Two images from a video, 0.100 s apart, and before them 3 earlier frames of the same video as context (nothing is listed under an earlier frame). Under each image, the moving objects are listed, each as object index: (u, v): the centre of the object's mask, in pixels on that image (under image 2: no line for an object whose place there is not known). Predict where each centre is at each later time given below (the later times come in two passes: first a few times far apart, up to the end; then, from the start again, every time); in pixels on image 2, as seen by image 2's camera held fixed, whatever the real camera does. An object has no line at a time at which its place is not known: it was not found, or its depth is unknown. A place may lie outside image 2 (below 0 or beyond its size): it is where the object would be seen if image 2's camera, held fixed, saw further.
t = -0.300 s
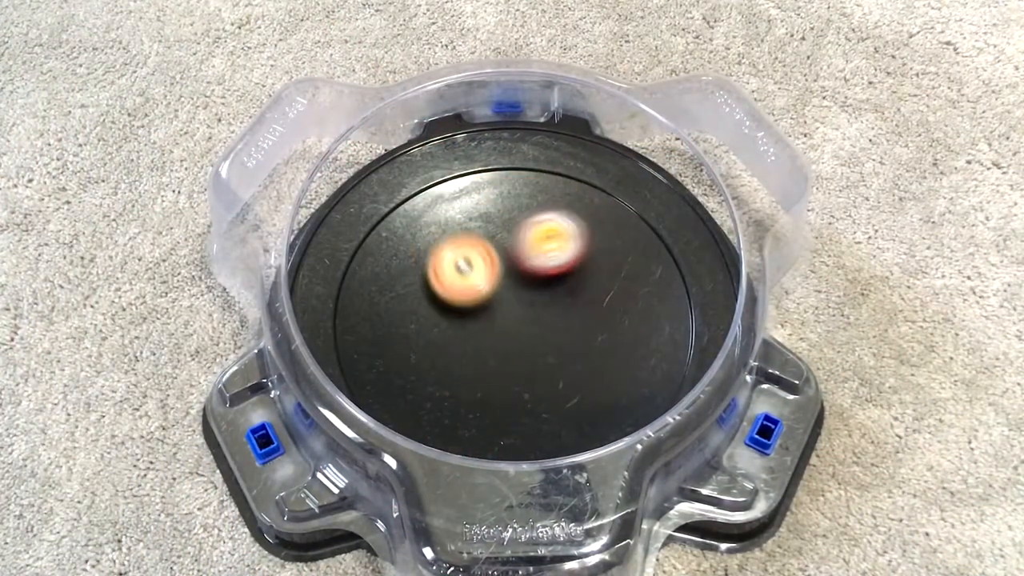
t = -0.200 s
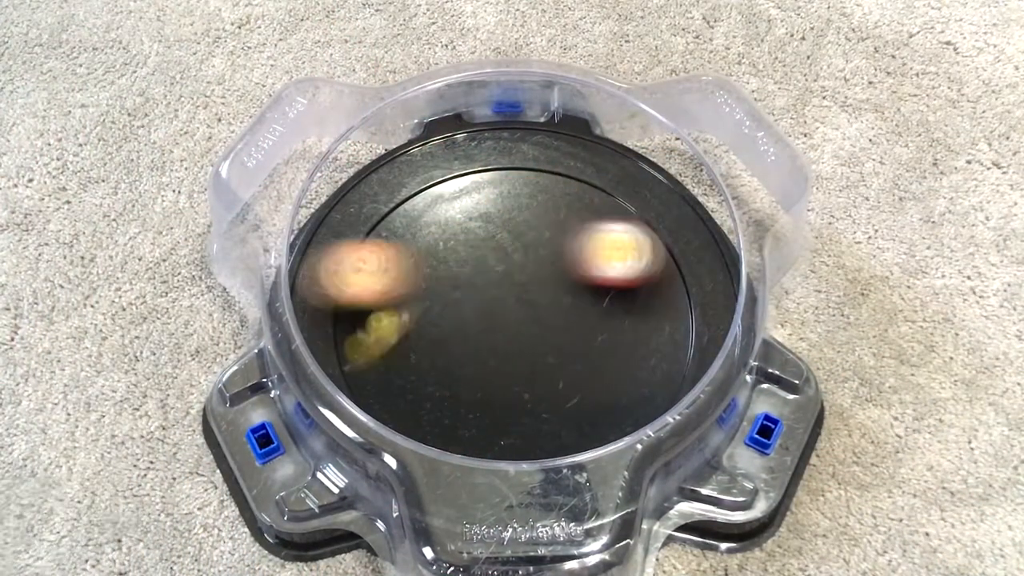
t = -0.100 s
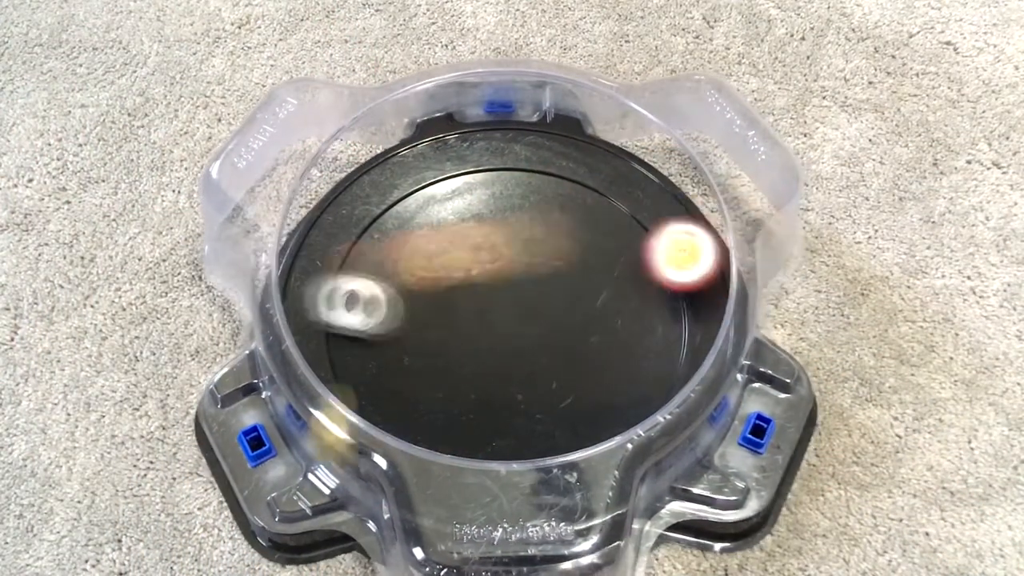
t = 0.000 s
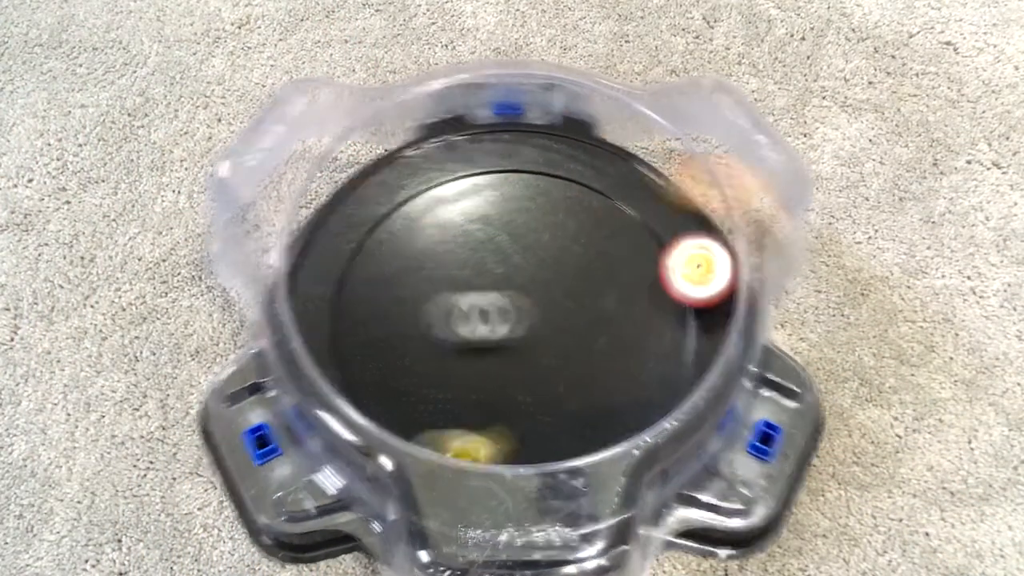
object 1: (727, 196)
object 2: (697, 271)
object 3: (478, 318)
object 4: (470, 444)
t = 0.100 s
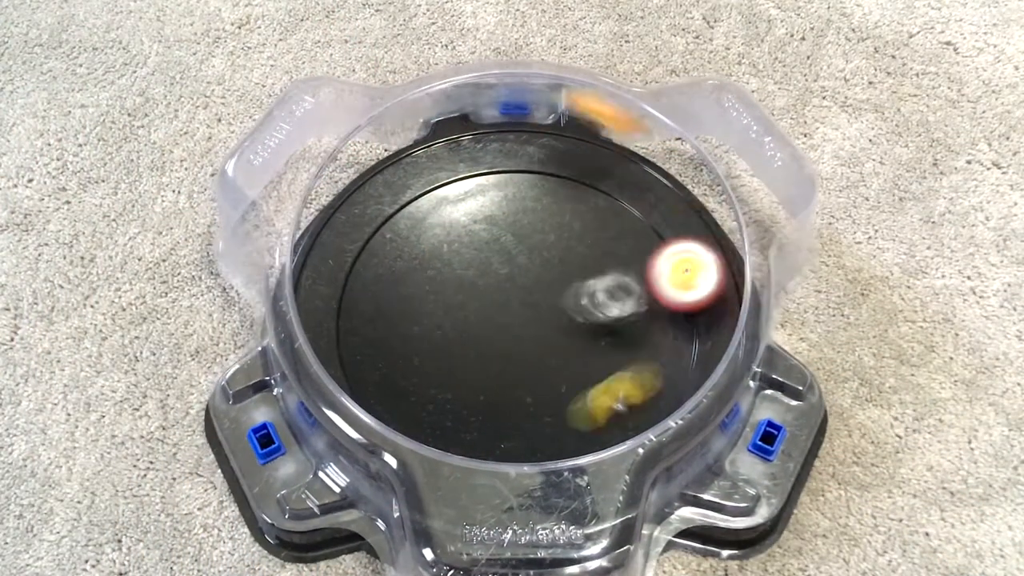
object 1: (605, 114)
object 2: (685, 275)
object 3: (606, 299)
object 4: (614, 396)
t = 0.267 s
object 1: (447, 211)
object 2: (710, 242)
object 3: (438, 254)
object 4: (617, 320)
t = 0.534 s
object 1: (402, 346)
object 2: (606, 176)
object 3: (343, 331)
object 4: (437, 317)
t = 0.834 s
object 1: (631, 453)
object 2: (473, 350)
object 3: (576, 381)
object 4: (643, 352)
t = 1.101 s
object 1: (639, 367)
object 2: (557, 455)
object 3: (619, 250)
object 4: (661, 315)
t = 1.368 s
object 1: (532, 330)
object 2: (632, 343)
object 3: (500, 268)
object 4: (555, 276)
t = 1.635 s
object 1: (501, 339)
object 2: (558, 313)
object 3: (459, 286)
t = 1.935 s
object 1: (487, 349)
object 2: (569, 378)
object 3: (460, 286)
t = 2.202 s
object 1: (484, 350)
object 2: (549, 345)
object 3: (460, 286)
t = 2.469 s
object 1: (469, 339)
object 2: (510, 368)
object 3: (460, 285)
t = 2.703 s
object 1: (464, 337)
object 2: (502, 369)
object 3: (460, 284)
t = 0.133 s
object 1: (568, 116)
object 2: (693, 276)
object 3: (606, 285)
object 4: (652, 368)
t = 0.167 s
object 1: (544, 131)
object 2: (711, 276)
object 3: (576, 277)
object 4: (677, 343)
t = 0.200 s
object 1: (509, 149)
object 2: (725, 270)
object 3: (532, 266)
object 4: (679, 323)
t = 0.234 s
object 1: (467, 209)
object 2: (718, 257)
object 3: (486, 257)
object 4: (646, 321)
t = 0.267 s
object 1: (447, 211)
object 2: (710, 242)
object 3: (438, 254)
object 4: (617, 320)
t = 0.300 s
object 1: (433, 218)
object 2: (700, 228)
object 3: (393, 259)
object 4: (580, 317)
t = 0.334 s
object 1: (417, 234)
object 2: (689, 215)
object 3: (360, 265)
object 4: (547, 315)
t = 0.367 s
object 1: (400, 251)
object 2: (677, 203)
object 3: (330, 272)
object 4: (516, 310)
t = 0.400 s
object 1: (388, 262)
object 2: (664, 193)
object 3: (313, 281)
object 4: (484, 307)
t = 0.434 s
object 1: (381, 282)
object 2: (649, 185)
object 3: (311, 294)
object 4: (456, 305)
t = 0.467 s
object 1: (383, 309)
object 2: (636, 179)
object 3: (324, 303)
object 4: (437, 300)
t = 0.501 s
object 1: (388, 327)
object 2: (621, 176)
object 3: (339, 318)
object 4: (424, 306)
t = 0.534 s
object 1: (402, 346)
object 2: (606, 176)
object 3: (343, 331)
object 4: (437, 317)
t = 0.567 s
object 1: (433, 359)
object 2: (590, 182)
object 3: (349, 349)
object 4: (463, 322)
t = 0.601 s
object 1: (456, 368)
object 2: (572, 192)
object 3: (363, 360)
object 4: (491, 331)
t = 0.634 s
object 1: (483, 383)
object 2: (551, 209)
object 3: (380, 373)
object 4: (516, 332)
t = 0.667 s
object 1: (515, 405)
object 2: (534, 225)
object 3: (403, 389)
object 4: (542, 336)
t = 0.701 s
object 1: (544, 430)
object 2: (517, 245)
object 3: (432, 397)
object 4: (565, 340)
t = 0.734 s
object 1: (568, 439)
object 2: (500, 270)
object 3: (464, 404)
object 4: (588, 345)
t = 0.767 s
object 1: (594, 449)
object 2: (487, 298)
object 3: (503, 401)
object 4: (610, 350)
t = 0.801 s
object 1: (613, 451)
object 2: (478, 325)
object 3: (538, 395)
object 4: (628, 351)
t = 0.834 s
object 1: (631, 453)
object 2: (473, 350)
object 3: (576, 381)
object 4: (643, 352)
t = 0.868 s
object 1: (651, 454)
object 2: (471, 375)
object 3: (602, 363)
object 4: (656, 353)
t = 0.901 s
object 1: (667, 448)
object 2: (474, 397)
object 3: (622, 344)
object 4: (672, 351)
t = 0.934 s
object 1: (680, 438)
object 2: (480, 417)
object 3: (639, 321)
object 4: (687, 348)
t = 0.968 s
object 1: (685, 425)
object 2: (489, 428)
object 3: (643, 305)
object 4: (691, 346)
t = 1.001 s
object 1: (684, 404)
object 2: (504, 436)
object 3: (646, 281)
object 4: (689, 344)
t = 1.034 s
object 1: (667, 385)
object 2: (520, 449)
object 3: (641, 270)
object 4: (682, 338)
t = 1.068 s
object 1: (656, 377)
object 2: (538, 454)
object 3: (631, 253)
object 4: (674, 327)
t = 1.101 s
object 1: (639, 367)
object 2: (557, 455)
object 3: (619, 250)
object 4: (661, 315)
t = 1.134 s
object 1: (621, 357)
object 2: (578, 452)
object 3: (603, 243)
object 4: (646, 305)
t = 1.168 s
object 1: (603, 347)
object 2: (598, 444)
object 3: (590, 242)
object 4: (631, 299)
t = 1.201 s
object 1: (586, 338)
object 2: (613, 430)
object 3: (573, 244)
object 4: (616, 291)
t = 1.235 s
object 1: (571, 331)
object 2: (624, 413)
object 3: (556, 251)
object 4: (603, 286)
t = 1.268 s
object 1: (556, 326)
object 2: (635, 397)
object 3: (542, 256)
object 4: (588, 281)
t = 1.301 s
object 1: (544, 323)
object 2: (641, 382)
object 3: (526, 260)
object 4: (576, 279)
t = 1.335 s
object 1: (537, 326)
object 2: (639, 361)
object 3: (513, 262)
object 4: (565, 276)
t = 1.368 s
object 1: (532, 330)
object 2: (632, 343)
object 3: (500, 268)
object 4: (555, 276)
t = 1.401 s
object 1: (530, 332)
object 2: (622, 325)
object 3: (493, 269)
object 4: (547, 276)
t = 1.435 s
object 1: (530, 332)
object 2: (607, 310)
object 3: (486, 274)
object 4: (542, 277)
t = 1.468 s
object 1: (529, 332)
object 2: (590, 297)
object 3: (485, 277)
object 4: (538, 278)
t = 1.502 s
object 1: (528, 334)
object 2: (573, 290)
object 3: (481, 278)
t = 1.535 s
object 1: (526, 336)
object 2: (567, 294)
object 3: (470, 280)
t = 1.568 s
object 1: (515, 338)
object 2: (563, 300)
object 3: (461, 284)
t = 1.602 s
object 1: (506, 339)
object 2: (560, 308)
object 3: (460, 285)
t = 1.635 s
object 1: (501, 339)
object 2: (558, 313)
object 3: (459, 286)
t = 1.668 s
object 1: (498, 339)
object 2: (554, 319)
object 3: (460, 286)
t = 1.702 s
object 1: (492, 340)
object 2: (552, 325)
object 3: (459, 286)
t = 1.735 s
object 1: (489, 342)
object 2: (551, 333)
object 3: (460, 286)
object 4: (524, 277)
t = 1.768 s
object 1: (487, 344)
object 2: (552, 342)
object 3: (460, 286)
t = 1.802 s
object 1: (486, 348)
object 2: (554, 353)
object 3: (460, 286)
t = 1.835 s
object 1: (486, 349)
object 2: (557, 363)
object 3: (460, 286)
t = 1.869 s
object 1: (487, 349)
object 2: (561, 371)
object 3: (460, 286)
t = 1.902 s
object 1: (487, 349)
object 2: (566, 377)
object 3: (460, 286)
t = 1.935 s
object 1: (487, 349)
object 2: (569, 378)
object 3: (460, 286)
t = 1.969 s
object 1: (487, 349)
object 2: (571, 377)
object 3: (460, 286)
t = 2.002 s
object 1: (487, 349)
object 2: (571, 374)
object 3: (460, 286)
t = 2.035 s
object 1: (487, 349)
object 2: (569, 369)
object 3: (460, 286)
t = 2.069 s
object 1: (487, 349)
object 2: (567, 363)
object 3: (460, 286)
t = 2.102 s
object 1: (487, 349)
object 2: (564, 358)
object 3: (460, 286)
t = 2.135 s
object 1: (486, 349)
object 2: (559, 352)
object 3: (460, 286)
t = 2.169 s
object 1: (485, 350)
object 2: (555, 348)
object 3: (460, 286)
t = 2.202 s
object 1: (484, 350)
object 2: (549, 345)
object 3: (460, 286)
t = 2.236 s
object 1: (483, 350)
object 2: (544, 341)
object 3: (460, 286)
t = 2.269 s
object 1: (477, 348)
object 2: (537, 344)
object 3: (460, 286)
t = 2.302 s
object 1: (473, 345)
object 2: (533, 353)
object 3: (460, 286)
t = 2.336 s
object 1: (471, 344)
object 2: (529, 359)
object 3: (460, 285)
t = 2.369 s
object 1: (471, 343)
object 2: (524, 364)
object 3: (460, 285)
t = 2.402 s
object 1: (470, 341)
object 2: (519, 367)
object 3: (460, 285)
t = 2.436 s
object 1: (469, 340)
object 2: (514, 368)
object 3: (460, 285)
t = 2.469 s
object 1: (469, 339)
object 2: (510, 368)
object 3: (460, 285)
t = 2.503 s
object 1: (467, 338)
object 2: (507, 369)
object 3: (460, 285)
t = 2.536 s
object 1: (467, 337)
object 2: (505, 370)
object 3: (460, 285)
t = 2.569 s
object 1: (468, 337)
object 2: (504, 371)
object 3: (460, 285)
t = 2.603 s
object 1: (467, 336)
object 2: (503, 371)
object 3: (460, 284)
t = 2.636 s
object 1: (465, 337)
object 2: (502, 371)
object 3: (460, 284)
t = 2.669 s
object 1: (465, 337)
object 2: (502, 371)
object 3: (460, 284)
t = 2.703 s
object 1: (464, 337)
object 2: (502, 369)
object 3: (460, 284)
